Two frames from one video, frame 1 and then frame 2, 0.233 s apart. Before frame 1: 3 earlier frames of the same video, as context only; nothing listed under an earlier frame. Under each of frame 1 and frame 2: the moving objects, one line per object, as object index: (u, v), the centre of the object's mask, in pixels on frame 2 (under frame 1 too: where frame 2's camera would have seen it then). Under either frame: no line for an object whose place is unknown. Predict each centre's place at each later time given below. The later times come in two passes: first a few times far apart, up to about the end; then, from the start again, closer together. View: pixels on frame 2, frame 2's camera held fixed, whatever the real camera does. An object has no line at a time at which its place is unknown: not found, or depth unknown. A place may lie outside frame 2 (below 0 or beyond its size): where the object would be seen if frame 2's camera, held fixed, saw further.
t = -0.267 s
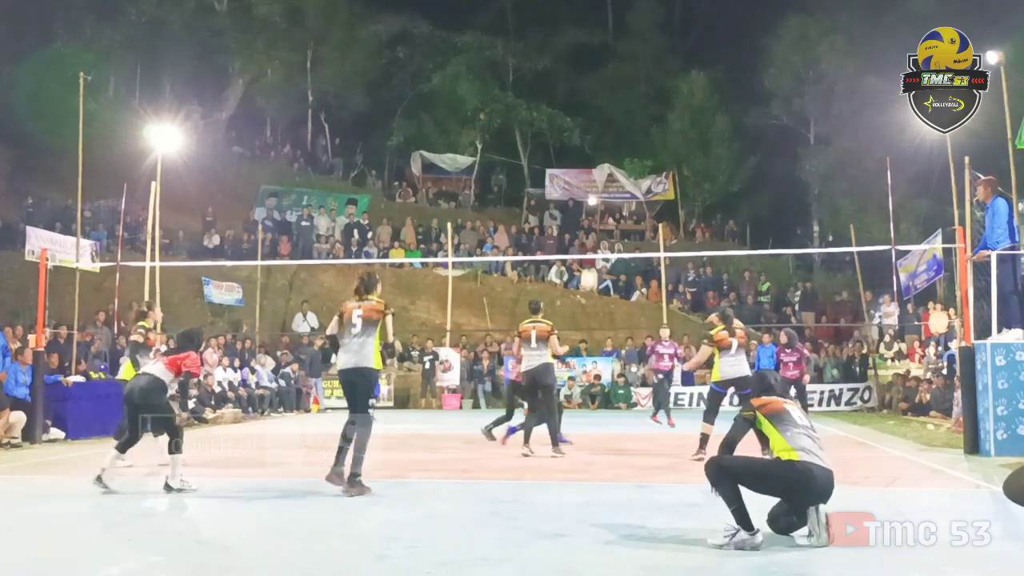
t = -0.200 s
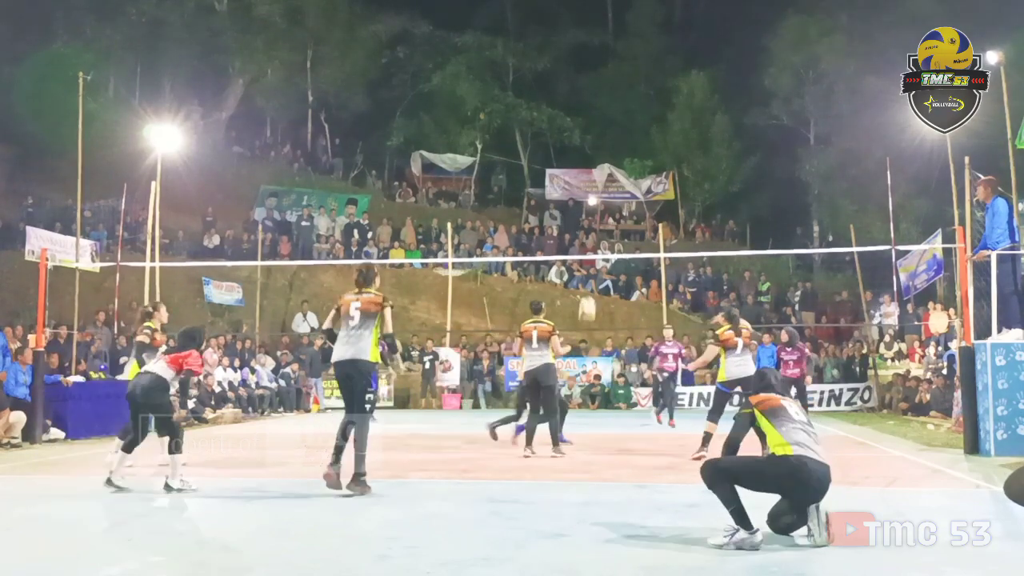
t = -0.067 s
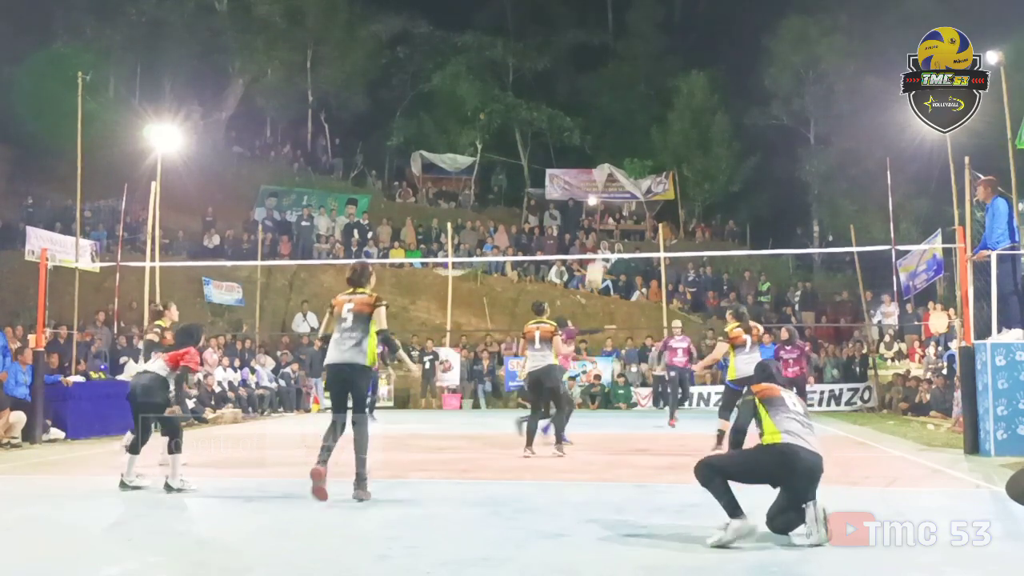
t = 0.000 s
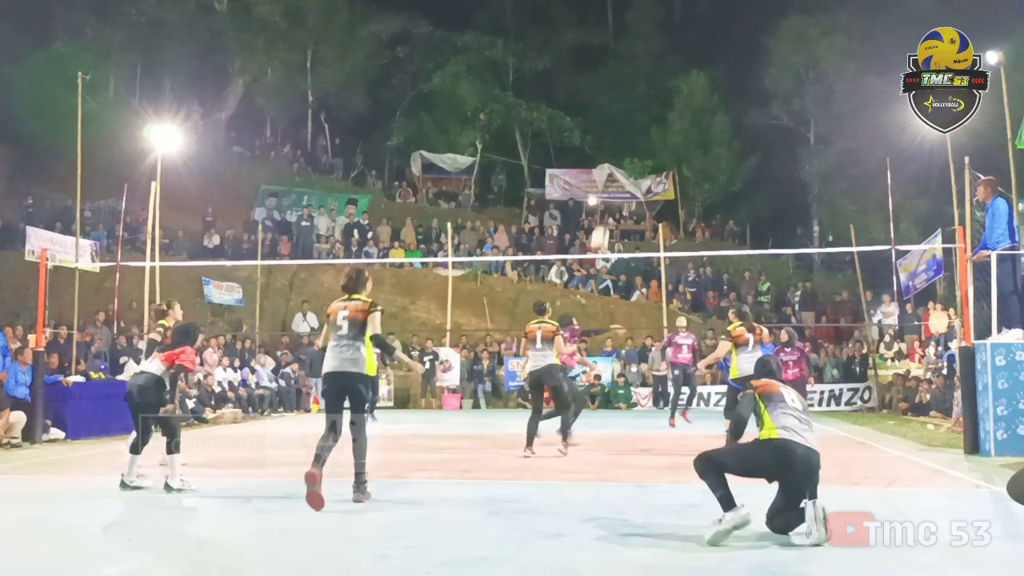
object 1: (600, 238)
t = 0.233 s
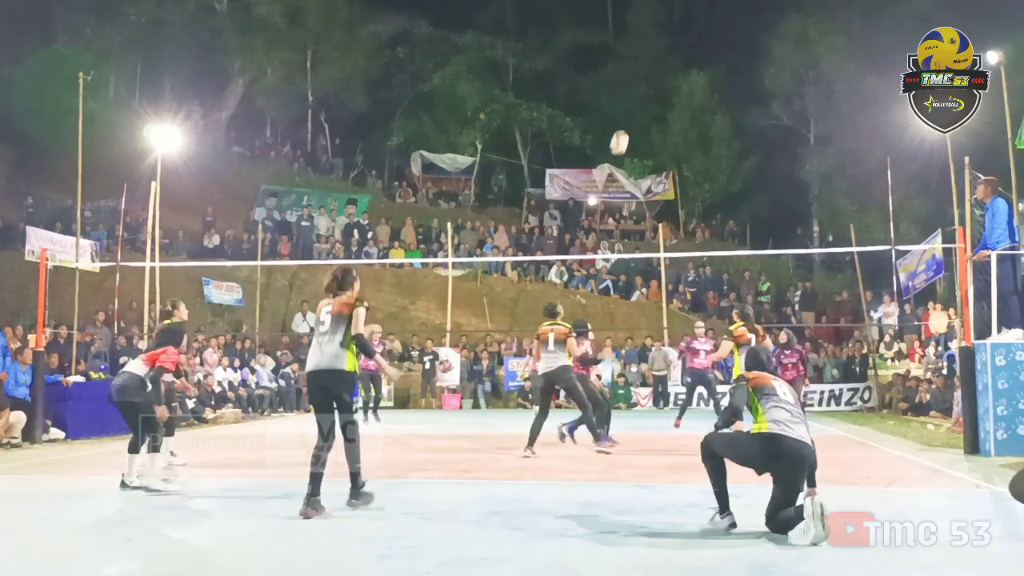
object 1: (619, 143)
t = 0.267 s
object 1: (622, 132)
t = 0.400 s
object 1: (633, 100)
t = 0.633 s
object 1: (651, 75)
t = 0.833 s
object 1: (668, 87)
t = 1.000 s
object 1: (682, 119)
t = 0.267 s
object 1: (622, 132)
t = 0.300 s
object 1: (624, 123)
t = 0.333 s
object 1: (627, 114)
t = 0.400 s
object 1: (633, 100)
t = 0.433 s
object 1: (635, 94)
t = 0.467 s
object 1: (638, 89)
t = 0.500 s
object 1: (641, 84)
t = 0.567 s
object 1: (646, 78)
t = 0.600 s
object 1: (649, 76)
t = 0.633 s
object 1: (651, 75)
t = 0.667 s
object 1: (654, 75)
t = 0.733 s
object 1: (659, 77)
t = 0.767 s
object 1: (662, 79)
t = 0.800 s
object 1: (665, 83)
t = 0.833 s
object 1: (668, 87)
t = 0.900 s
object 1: (673, 97)
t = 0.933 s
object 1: (676, 104)
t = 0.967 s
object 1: (679, 111)
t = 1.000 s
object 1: (682, 119)
